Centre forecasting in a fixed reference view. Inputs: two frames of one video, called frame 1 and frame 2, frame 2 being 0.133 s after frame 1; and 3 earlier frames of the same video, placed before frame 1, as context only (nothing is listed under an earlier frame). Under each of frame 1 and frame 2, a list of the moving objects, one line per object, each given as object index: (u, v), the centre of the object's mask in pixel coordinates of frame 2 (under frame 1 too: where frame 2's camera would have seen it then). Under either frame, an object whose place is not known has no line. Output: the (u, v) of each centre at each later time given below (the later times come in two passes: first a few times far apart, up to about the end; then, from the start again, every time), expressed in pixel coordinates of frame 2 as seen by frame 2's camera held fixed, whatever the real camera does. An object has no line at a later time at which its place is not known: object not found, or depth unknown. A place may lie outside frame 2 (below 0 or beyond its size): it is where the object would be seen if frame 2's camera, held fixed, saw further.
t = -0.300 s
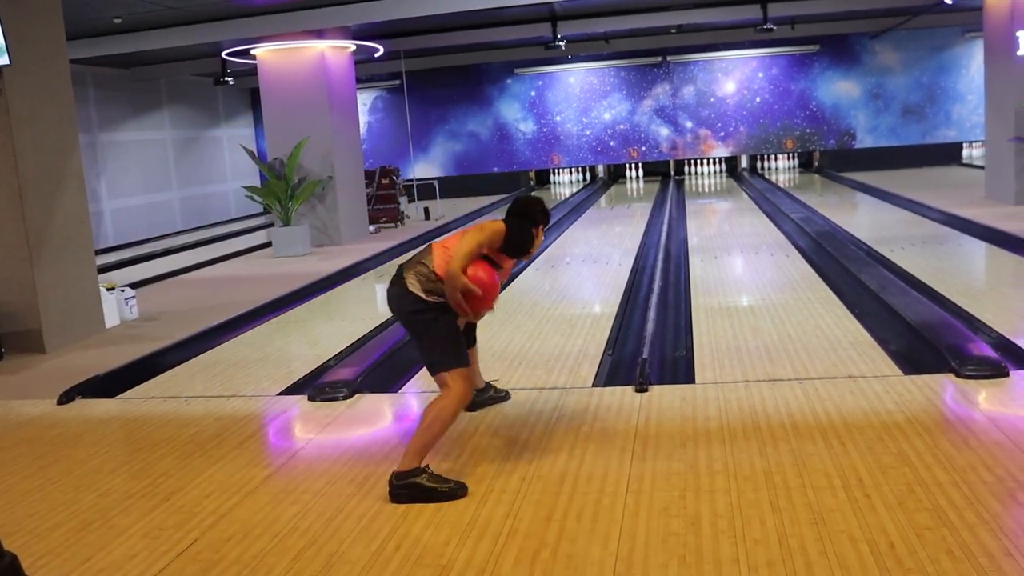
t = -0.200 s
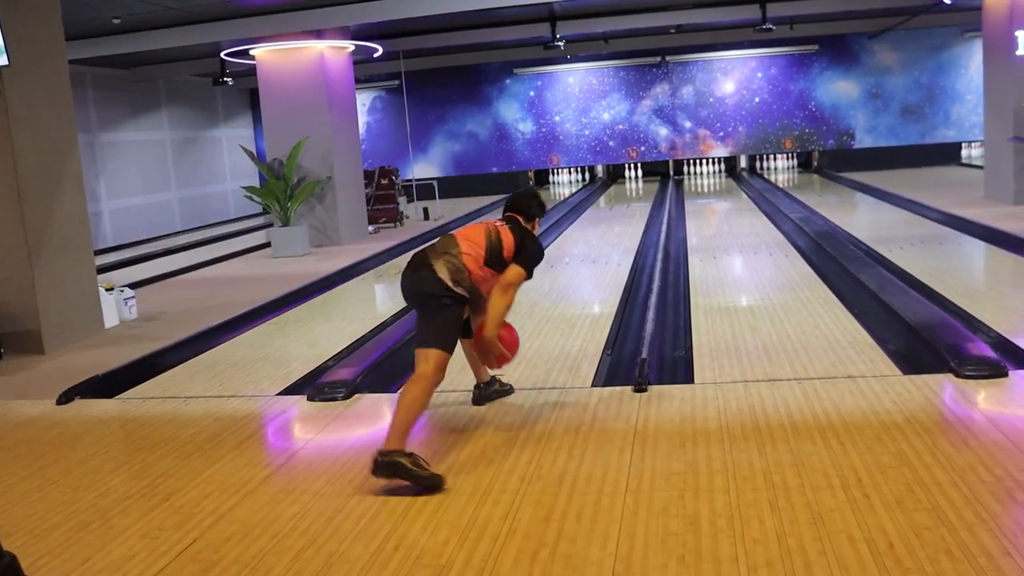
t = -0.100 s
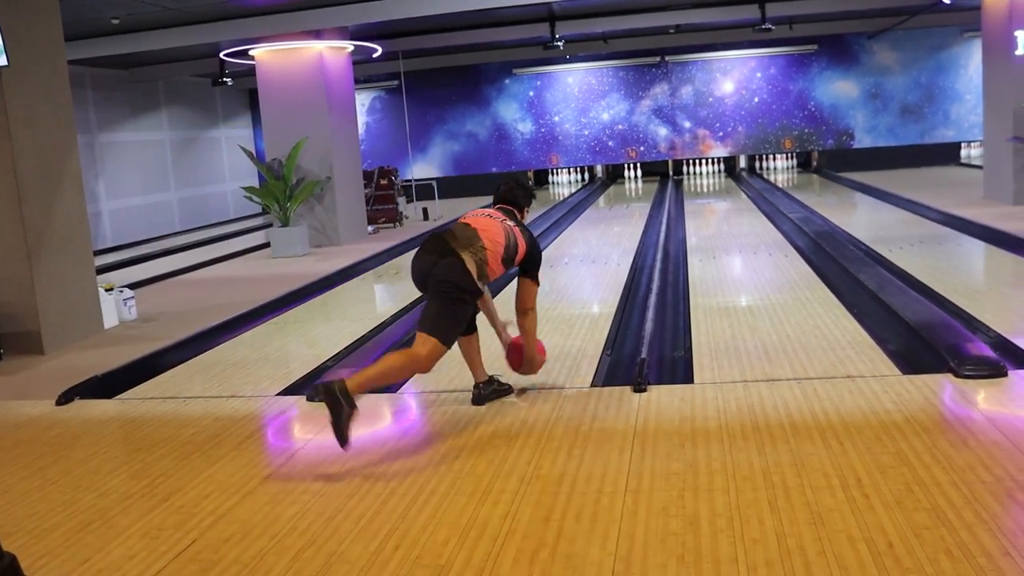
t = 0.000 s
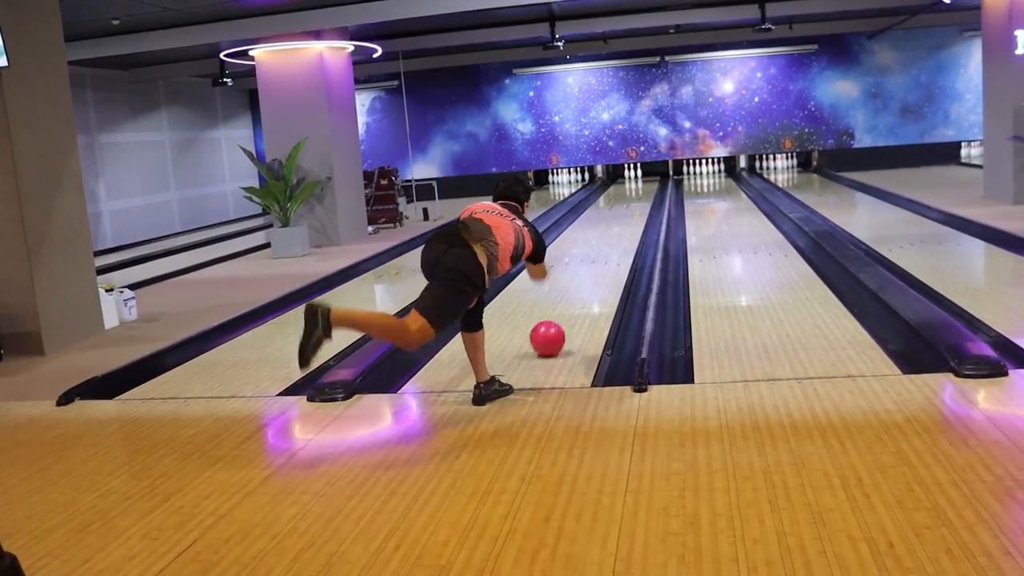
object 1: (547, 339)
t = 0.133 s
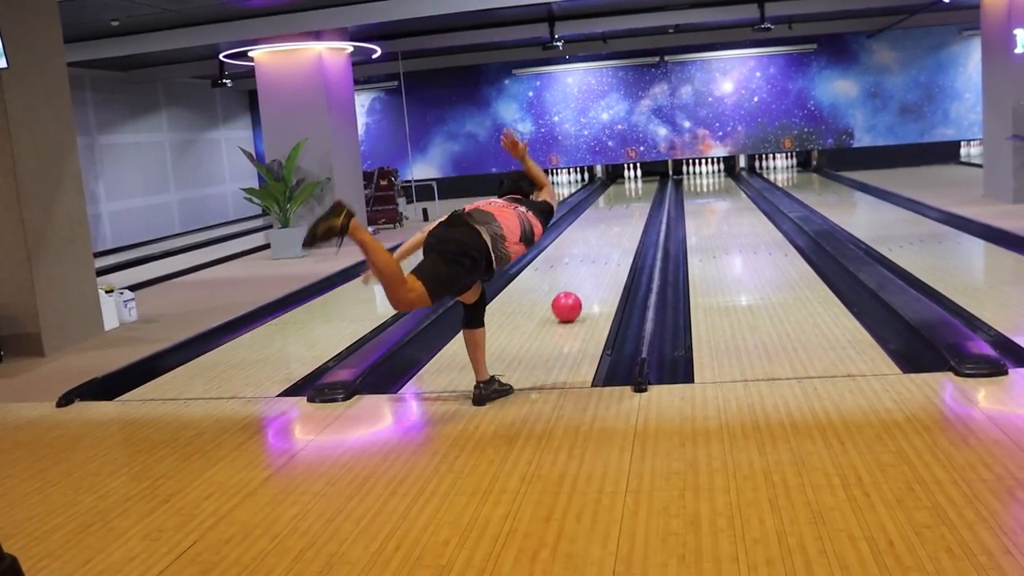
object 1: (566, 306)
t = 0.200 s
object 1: (574, 294)
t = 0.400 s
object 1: (591, 265)
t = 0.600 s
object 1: (603, 244)
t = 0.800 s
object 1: (612, 229)
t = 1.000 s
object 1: (618, 217)
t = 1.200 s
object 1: (624, 207)
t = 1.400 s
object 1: (627, 200)
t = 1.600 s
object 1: (630, 193)
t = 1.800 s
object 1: (633, 188)
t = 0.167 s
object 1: (570, 300)
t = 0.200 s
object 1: (574, 294)
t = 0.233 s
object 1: (577, 288)
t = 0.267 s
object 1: (580, 283)
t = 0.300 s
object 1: (584, 278)
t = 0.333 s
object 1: (586, 273)
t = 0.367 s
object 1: (589, 269)
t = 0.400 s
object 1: (591, 265)
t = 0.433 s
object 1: (594, 261)
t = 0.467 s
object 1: (596, 257)
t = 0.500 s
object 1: (598, 253)
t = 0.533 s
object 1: (600, 250)
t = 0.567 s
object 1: (602, 247)
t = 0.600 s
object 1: (603, 244)
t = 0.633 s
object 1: (605, 241)
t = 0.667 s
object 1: (607, 238)
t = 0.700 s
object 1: (608, 236)
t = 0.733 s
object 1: (610, 233)
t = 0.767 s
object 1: (611, 231)
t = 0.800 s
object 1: (612, 229)
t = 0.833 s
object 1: (613, 226)
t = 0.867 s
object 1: (614, 224)
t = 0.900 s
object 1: (616, 222)
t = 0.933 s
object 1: (617, 220)
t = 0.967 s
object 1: (618, 218)
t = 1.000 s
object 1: (618, 217)
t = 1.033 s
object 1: (619, 215)
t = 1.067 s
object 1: (620, 213)
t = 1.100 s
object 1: (621, 211)
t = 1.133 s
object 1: (622, 210)
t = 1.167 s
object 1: (623, 208)
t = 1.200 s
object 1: (624, 207)
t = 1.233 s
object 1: (624, 206)
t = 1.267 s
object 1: (625, 205)
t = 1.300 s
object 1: (626, 203)
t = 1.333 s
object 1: (626, 202)
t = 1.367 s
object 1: (627, 201)
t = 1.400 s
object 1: (627, 200)
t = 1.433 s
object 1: (627, 199)
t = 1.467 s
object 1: (629, 197)
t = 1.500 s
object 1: (629, 196)
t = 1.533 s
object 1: (629, 195)
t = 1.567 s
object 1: (630, 194)
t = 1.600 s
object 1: (630, 193)
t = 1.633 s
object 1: (631, 192)
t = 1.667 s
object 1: (631, 192)
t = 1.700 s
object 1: (632, 191)
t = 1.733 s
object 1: (632, 190)
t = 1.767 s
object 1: (632, 189)
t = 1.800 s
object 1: (633, 188)
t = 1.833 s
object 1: (633, 187)
